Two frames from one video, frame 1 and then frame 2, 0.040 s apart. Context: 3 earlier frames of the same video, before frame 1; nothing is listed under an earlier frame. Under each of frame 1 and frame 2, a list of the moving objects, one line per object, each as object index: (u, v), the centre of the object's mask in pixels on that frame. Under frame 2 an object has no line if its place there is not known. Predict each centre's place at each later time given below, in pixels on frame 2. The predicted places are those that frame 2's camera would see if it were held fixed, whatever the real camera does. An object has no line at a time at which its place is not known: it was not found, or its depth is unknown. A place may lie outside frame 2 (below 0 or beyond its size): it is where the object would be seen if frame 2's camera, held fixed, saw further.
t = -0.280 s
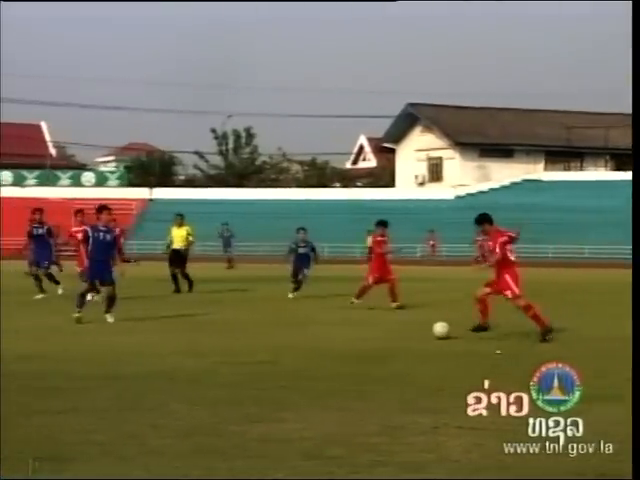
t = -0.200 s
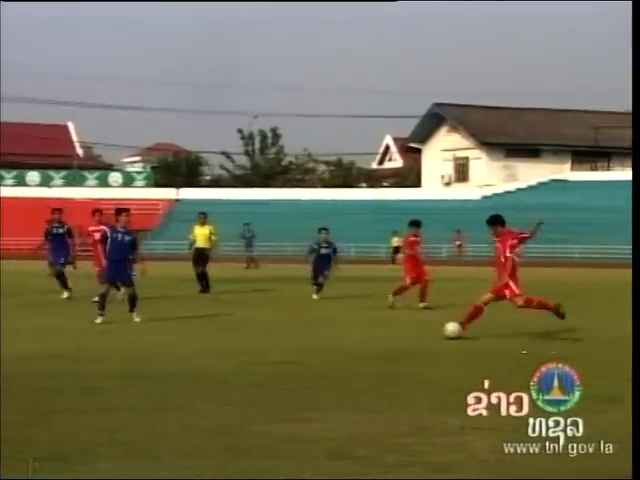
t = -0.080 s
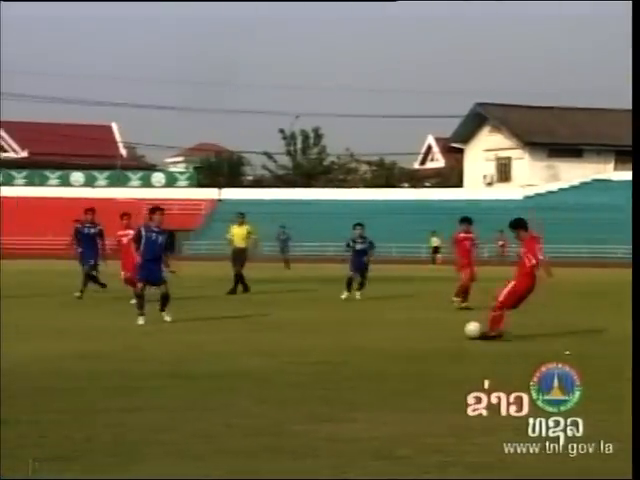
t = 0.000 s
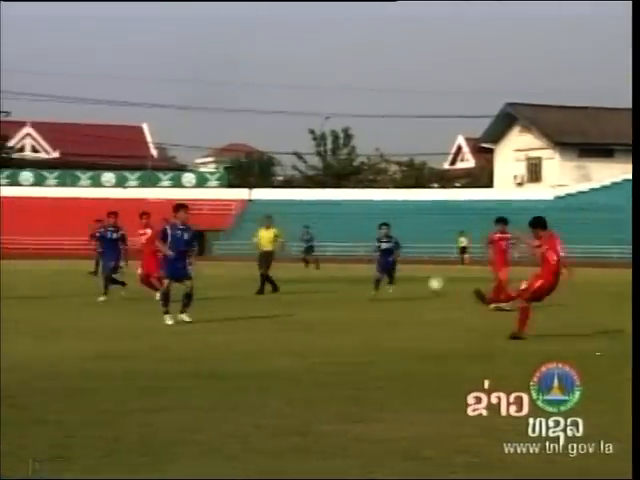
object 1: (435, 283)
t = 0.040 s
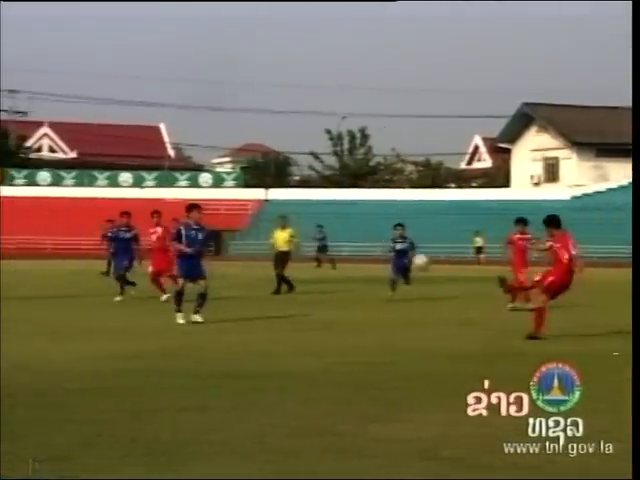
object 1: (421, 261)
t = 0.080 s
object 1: (390, 239)
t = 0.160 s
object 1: (338, 207)
